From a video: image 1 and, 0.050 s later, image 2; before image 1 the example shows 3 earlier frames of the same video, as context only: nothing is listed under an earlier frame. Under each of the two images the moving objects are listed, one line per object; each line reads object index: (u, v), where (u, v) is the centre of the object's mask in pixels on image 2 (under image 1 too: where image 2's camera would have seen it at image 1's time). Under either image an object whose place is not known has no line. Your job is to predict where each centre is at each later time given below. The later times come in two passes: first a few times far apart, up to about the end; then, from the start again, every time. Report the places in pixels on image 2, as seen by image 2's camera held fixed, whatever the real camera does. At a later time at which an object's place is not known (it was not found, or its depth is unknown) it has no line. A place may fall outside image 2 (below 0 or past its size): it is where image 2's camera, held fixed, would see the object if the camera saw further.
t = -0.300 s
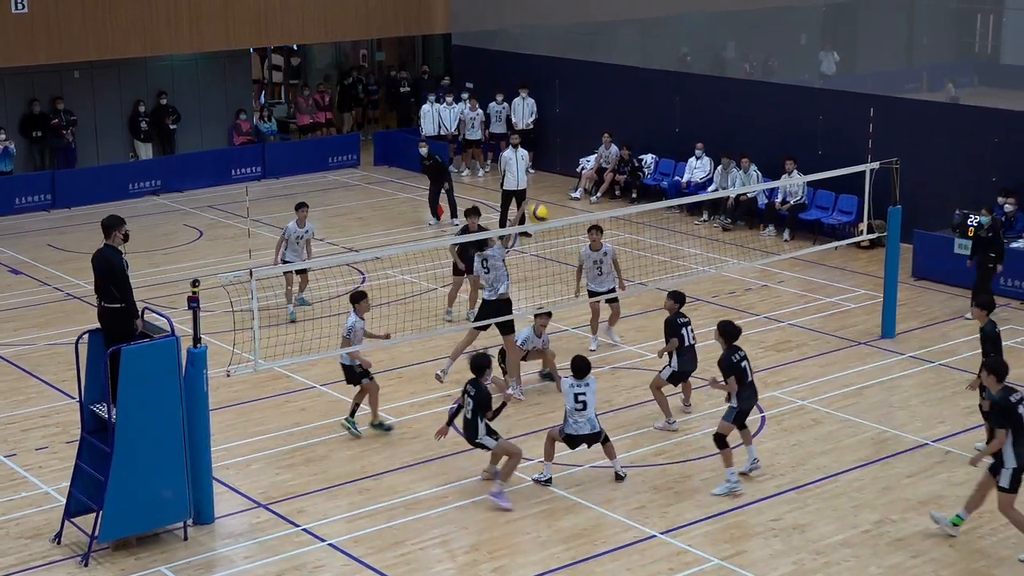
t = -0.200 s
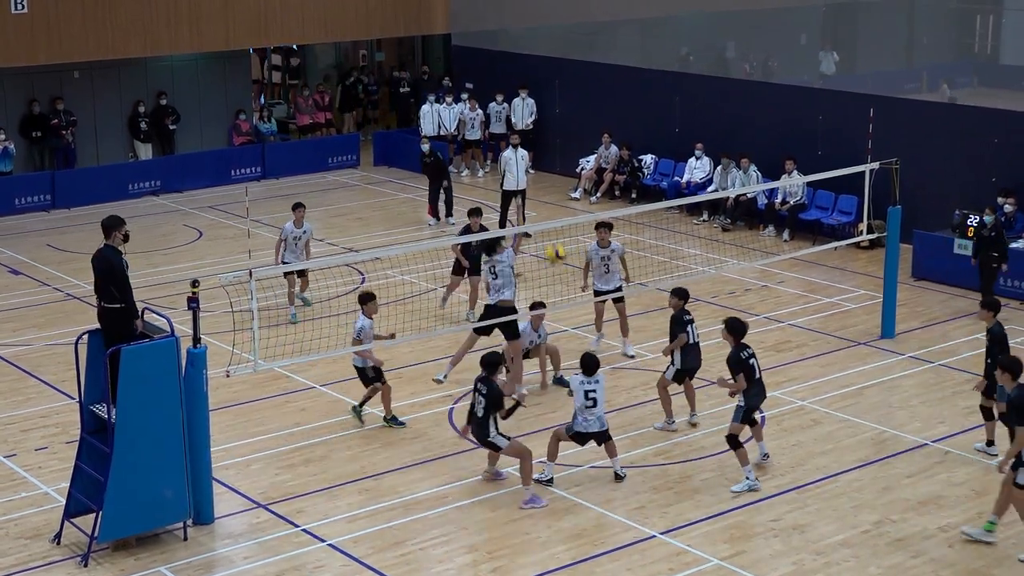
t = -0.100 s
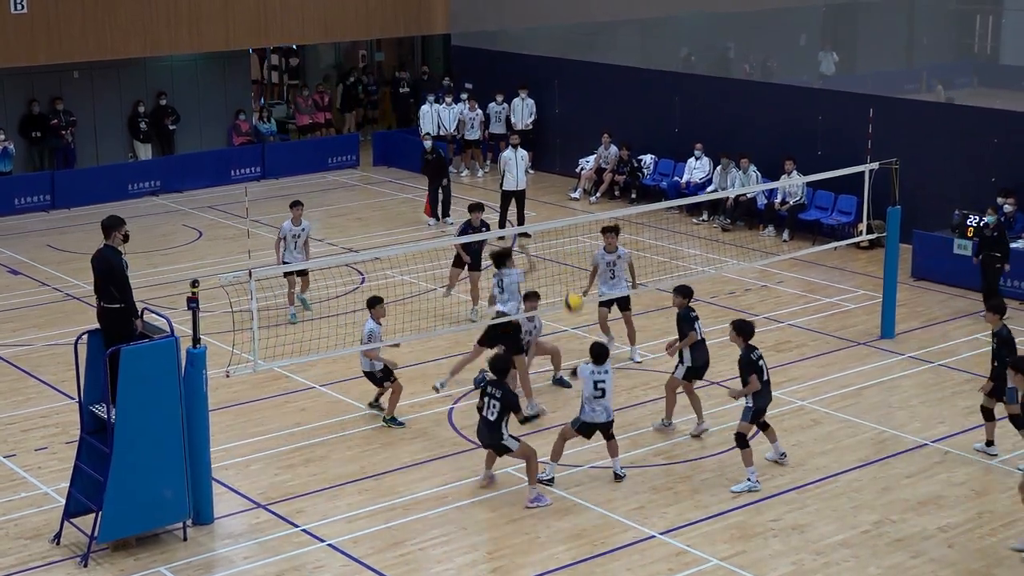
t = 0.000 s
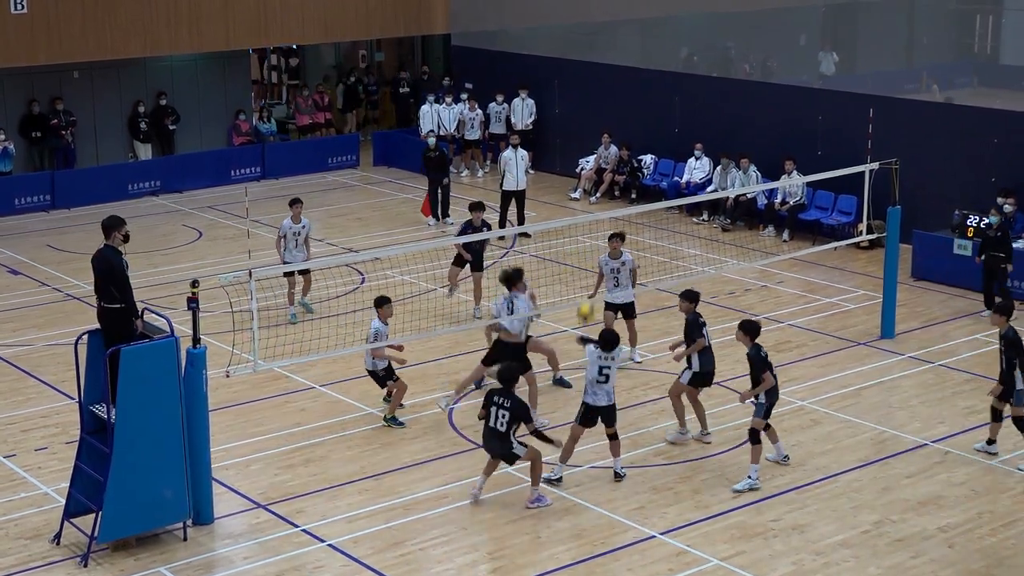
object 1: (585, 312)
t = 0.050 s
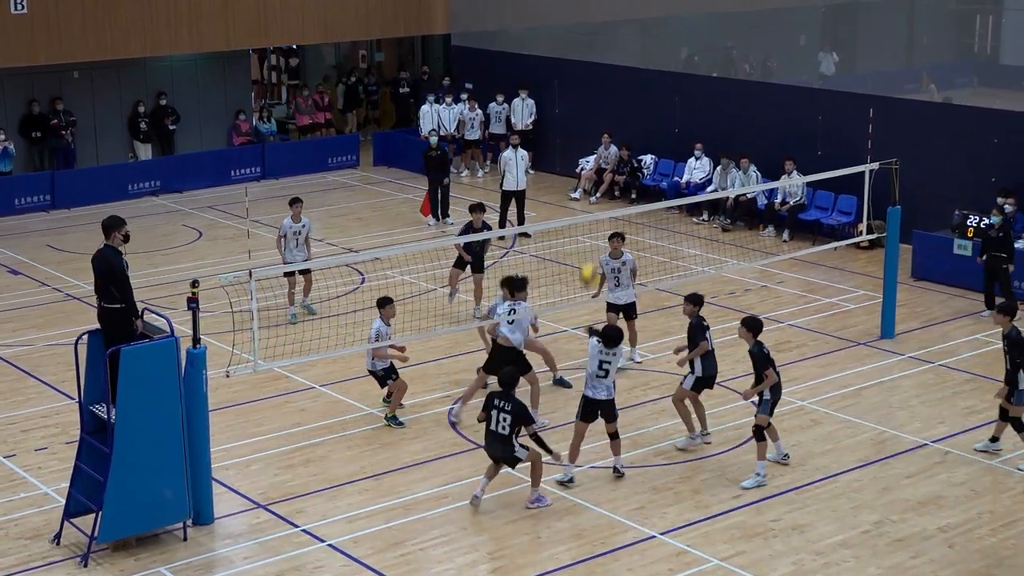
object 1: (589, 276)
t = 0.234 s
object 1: (595, 159)
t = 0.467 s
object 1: (606, 58)
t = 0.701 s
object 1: (616, 11)
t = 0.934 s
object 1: (626, 17)
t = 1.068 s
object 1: (631, 44)
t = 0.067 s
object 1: (589, 263)
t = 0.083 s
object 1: (590, 252)
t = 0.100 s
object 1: (591, 240)
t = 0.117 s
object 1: (592, 229)
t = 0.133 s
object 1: (592, 217)
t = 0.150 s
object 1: (592, 207)
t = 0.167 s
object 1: (593, 197)
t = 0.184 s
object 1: (593, 187)
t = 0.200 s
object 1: (594, 179)
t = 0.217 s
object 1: (595, 170)
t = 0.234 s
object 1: (595, 159)
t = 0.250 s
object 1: (598, 149)
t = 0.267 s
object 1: (598, 140)
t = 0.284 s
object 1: (598, 132)
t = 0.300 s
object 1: (599, 124)
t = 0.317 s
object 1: (600, 117)
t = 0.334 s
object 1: (600, 109)
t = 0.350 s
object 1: (601, 102)
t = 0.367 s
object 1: (602, 94)
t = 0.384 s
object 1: (603, 88)
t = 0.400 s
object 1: (603, 81)
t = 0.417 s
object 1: (604, 76)
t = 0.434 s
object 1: (605, 70)
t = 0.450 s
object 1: (605, 64)
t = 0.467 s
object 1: (606, 58)
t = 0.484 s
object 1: (607, 53)
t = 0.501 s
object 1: (608, 47)
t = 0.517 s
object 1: (608, 43)
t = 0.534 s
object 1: (609, 39)
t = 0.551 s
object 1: (610, 35)
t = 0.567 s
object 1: (611, 32)
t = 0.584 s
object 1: (612, 28)
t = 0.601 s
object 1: (613, 24)
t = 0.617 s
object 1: (613, 21)
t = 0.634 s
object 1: (614, 19)
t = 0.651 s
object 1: (614, 16)
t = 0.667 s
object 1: (615, 14)
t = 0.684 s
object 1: (616, 12)
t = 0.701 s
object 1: (616, 11)
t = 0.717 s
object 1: (617, 10)
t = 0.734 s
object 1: (618, 9)
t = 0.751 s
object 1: (618, 9)
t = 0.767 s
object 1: (619, 9)
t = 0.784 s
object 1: (619, 9)
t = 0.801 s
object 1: (620, 9)
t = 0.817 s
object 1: (621, 9)
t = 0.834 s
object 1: (622, 8)
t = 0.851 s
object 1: (623, 9)
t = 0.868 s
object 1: (623, 10)
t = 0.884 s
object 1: (624, 11)
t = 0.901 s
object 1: (624, 13)
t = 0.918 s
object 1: (625, 14)
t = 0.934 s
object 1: (626, 17)
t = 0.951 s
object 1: (627, 19)
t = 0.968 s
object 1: (627, 22)
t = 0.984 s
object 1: (628, 25)
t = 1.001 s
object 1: (628, 29)
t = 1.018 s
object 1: (629, 32)
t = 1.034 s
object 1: (629, 36)
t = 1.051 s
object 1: (630, 40)
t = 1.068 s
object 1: (631, 44)
